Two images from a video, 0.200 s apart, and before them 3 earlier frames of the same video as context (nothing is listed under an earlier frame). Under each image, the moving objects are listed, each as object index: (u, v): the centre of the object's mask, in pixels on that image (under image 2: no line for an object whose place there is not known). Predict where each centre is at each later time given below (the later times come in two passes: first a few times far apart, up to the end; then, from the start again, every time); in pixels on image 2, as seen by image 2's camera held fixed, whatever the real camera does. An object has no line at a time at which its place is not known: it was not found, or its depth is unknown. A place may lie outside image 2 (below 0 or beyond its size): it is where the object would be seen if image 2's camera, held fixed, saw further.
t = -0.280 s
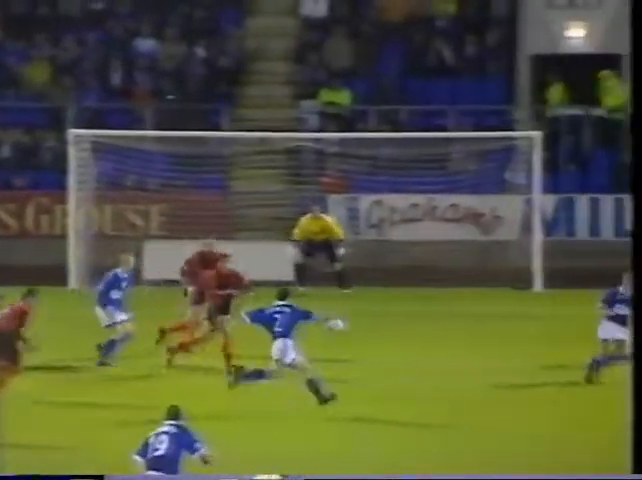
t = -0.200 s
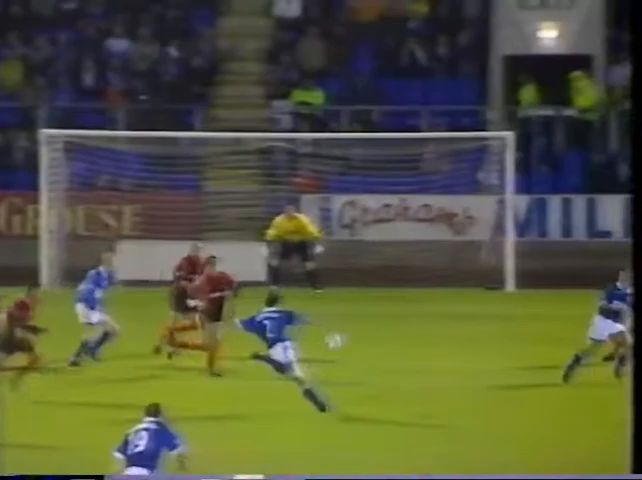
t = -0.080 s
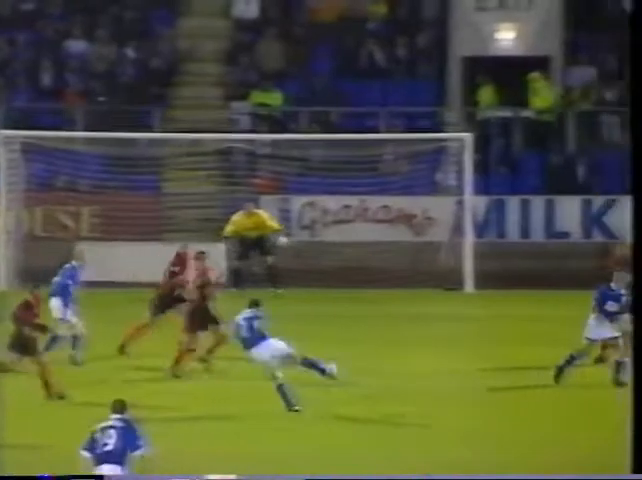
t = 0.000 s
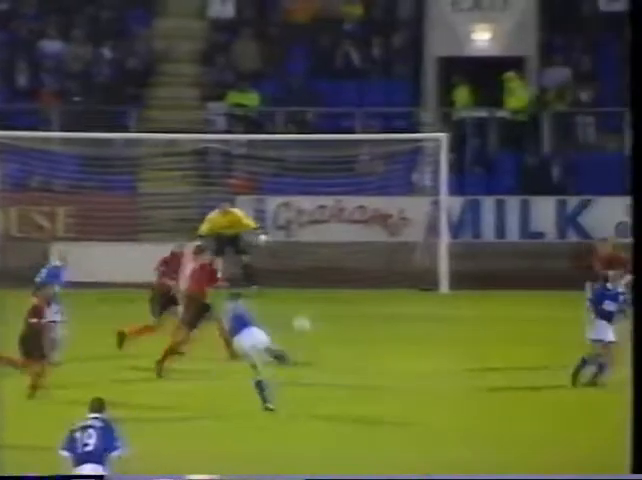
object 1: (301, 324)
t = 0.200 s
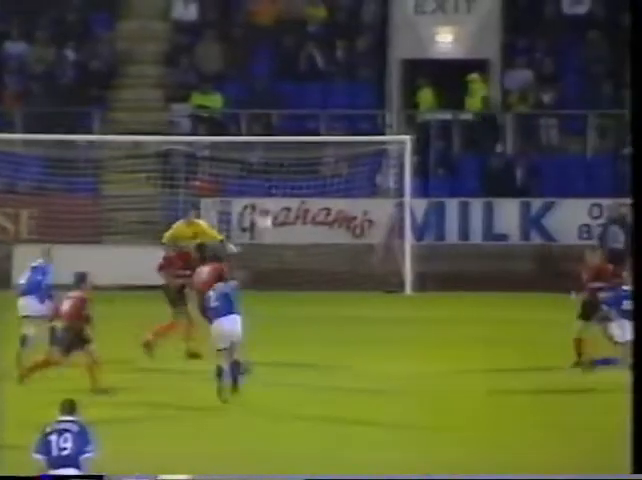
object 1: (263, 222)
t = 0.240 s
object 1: (268, 209)
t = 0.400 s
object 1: (279, 154)
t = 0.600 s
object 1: (300, 112)
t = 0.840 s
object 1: (335, 92)
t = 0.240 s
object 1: (268, 209)
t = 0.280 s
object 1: (269, 190)
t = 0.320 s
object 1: (271, 178)
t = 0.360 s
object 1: (273, 165)
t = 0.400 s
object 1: (279, 154)
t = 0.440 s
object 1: (282, 143)
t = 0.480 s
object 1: (285, 132)
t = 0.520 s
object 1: (290, 126)
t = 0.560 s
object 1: (295, 119)
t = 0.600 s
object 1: (300, 112)
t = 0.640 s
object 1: (305, 107)
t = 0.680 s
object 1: (311, 101)
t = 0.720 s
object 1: (316, 98)
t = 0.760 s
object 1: (323, 95)
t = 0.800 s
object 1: (329, 93)
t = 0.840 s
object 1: (335, 92)
